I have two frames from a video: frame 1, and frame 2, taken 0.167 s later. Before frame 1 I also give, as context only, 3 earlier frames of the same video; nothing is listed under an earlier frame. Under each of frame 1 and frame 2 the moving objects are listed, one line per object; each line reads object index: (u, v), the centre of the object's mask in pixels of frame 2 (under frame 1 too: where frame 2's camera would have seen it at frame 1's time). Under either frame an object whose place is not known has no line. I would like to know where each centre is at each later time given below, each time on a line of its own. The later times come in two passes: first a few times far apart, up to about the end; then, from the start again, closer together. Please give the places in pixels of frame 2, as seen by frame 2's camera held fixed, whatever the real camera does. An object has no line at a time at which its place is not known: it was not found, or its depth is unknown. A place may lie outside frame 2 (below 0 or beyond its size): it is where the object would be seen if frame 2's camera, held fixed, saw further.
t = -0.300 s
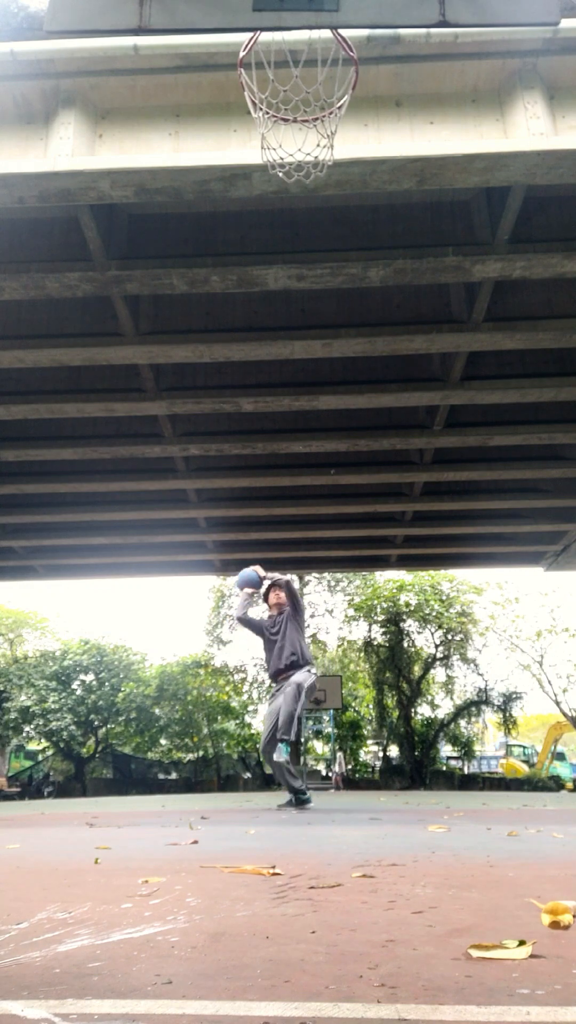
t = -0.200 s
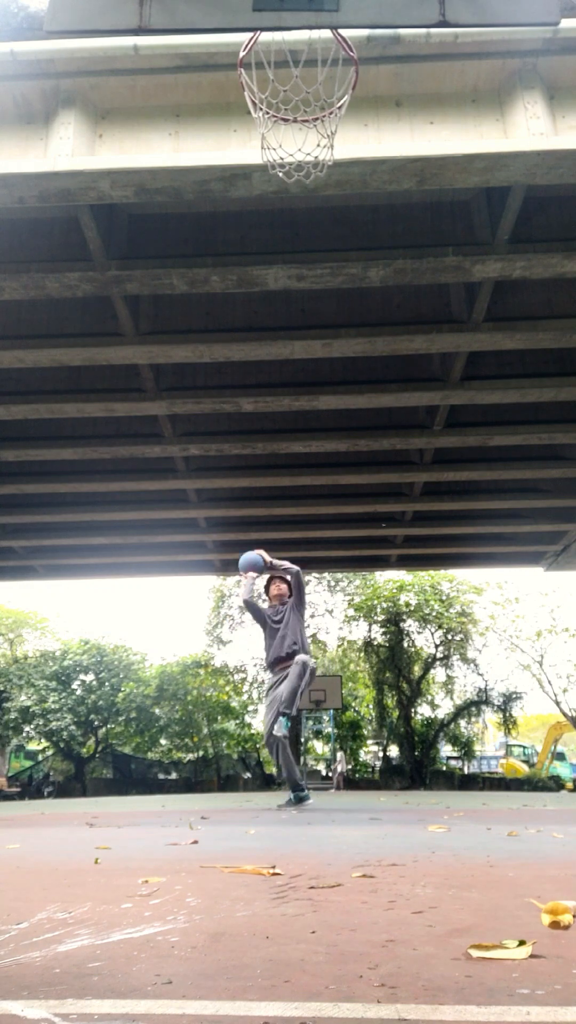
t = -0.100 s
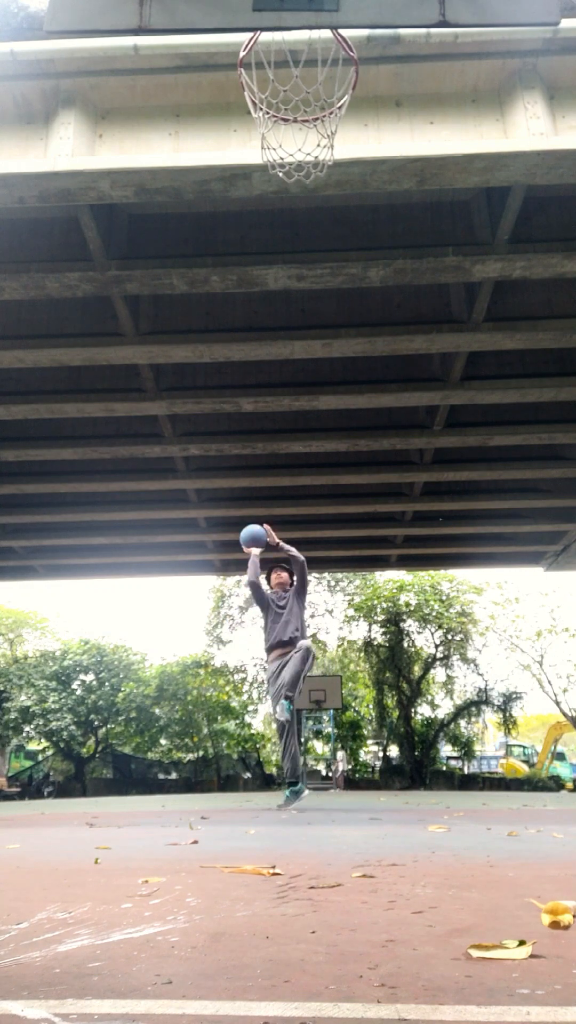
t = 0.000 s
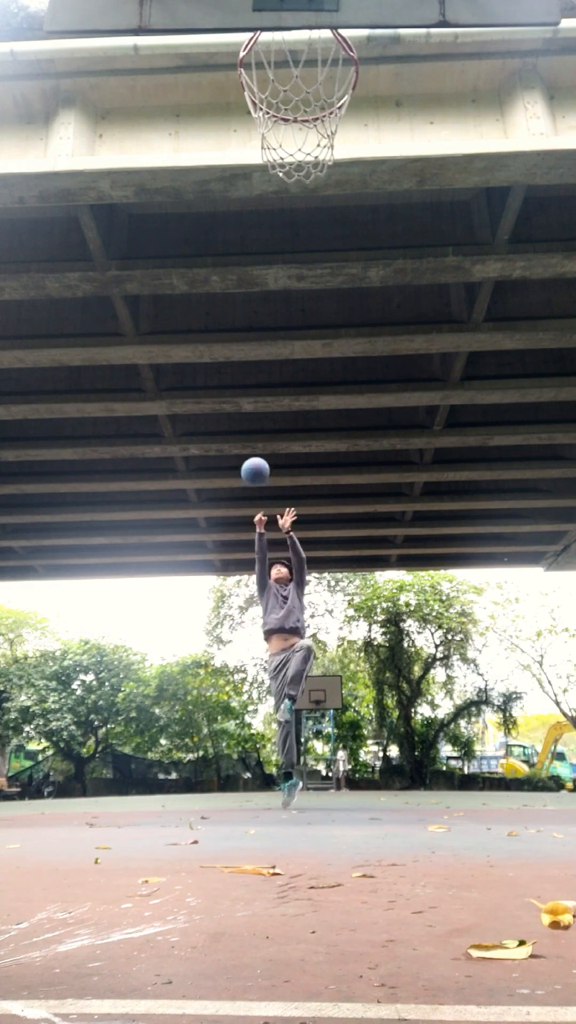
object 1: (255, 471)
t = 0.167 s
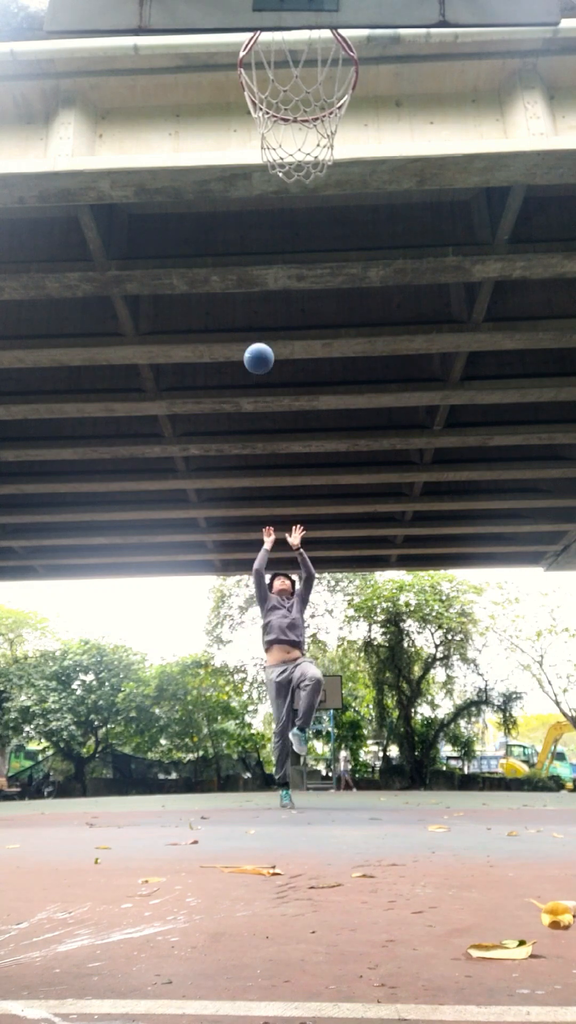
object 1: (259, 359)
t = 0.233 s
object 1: (260, 318)
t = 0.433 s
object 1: (264, 210)
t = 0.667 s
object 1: (273, 113)
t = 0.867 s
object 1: (281, 64)
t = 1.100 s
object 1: (308, 85)
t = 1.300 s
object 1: (348, 213)
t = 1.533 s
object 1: (423, 587)
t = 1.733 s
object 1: (440, 564)
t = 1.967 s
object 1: (416, 325)
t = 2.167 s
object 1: (407, 279)
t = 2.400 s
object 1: (404, 339)
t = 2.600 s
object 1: (408, 478)
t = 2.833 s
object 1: (422, 764)
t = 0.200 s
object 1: (259, 338)
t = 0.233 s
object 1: (260, 318)
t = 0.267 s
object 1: (261, 299)
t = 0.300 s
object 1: (261, 280)
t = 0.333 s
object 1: (262, 261)
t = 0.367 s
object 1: (263, 244)
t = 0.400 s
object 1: (264, 227)
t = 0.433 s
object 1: (264, 210)
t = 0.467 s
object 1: (265, 195)
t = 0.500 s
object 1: (265, 181)
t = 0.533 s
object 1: (265, 166)
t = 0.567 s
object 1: (268, 152)
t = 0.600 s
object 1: (269, 137)
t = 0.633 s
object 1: (271, 125)
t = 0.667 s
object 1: (273, 113)
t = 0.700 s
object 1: (274, 98)
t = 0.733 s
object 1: (275, 91)
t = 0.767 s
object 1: (276, 85)
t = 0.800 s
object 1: (278, 76)
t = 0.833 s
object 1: (279, 70)
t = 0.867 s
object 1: (281, 64)
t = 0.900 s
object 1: (284, 60)
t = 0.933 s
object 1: (286, 58)
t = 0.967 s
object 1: (289, 58)
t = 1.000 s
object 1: (292, 59)
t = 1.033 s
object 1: (297, 66)
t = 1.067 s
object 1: (303, 76)
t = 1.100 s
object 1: (308, 85)
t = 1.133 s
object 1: (314, 97)
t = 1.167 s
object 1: (320, 113)
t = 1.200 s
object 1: (326, 133)
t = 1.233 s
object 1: (333, 156)
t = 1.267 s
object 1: (340, 183)
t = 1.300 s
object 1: (348, 213)
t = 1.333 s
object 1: (356, 247)
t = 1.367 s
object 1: (365, 286)
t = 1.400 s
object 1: (374, 331)
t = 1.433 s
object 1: (384, 383)
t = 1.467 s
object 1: (395, 442)
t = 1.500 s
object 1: (408, 510)
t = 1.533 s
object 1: (423, 587)
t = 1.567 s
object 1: (439, 680)
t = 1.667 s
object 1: (453, 701)
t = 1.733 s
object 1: (440, 564)
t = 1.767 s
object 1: (435, 512)
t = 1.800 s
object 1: (431, 466)
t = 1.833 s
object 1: (427, 427)
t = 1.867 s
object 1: (424, 395)
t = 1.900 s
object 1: (421, 367)
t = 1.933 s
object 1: (418, 344)
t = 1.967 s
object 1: (416, 325)
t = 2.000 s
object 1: (414, 310)
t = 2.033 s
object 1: (412, 297)
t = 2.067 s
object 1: (410, 289)
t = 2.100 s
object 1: (409, 282)
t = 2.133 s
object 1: (408, 279)
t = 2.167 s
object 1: (407, 279)
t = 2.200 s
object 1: (406, 280)
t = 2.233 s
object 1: (405, 284)
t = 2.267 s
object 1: (405, 291)
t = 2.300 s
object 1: (404, 300)
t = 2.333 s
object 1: (404, 310)
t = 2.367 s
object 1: (404, 324)
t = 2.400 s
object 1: (404, 339)
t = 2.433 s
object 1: (405, 357)
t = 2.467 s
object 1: (405, 376)
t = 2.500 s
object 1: (406, 398)
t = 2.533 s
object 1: (406, 422)
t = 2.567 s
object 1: (407, 449)
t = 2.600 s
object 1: (408, 478)
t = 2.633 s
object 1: (410, 510)
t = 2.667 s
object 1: (411, 543)
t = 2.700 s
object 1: (413, 580)
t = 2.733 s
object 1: (415, 621)
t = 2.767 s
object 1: (417, 665)
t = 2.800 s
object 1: (420, 713)
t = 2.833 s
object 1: (422, 764)
